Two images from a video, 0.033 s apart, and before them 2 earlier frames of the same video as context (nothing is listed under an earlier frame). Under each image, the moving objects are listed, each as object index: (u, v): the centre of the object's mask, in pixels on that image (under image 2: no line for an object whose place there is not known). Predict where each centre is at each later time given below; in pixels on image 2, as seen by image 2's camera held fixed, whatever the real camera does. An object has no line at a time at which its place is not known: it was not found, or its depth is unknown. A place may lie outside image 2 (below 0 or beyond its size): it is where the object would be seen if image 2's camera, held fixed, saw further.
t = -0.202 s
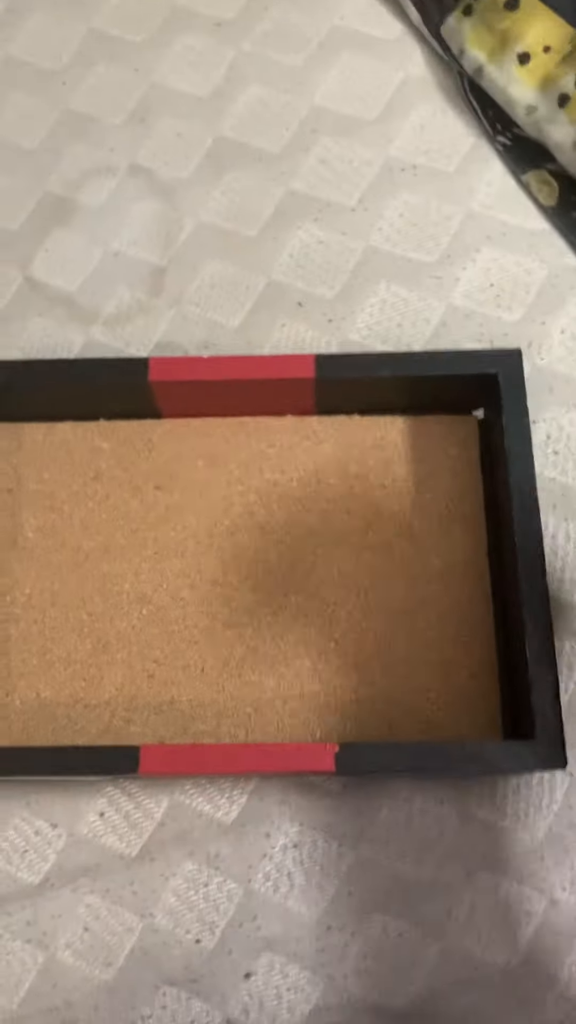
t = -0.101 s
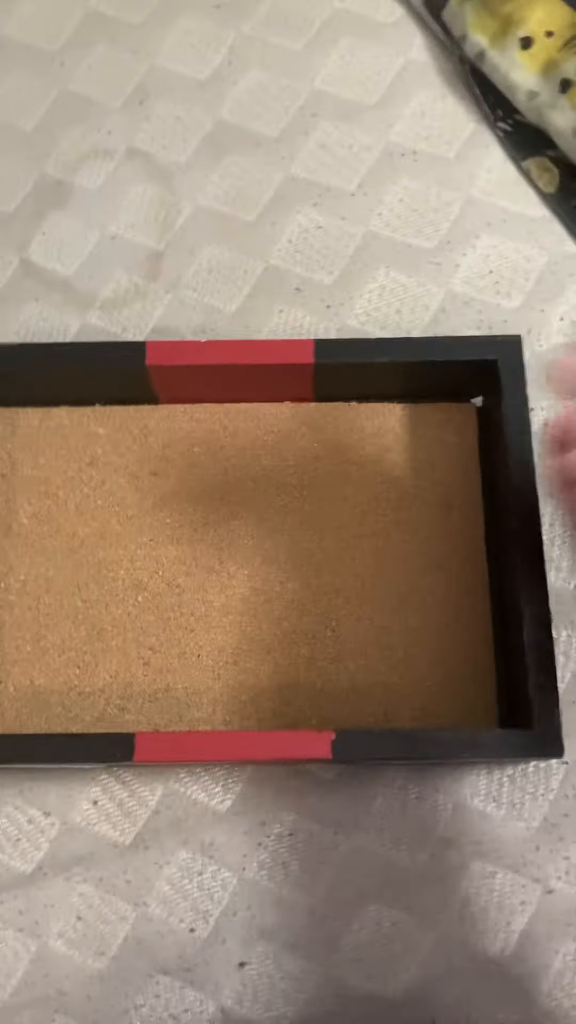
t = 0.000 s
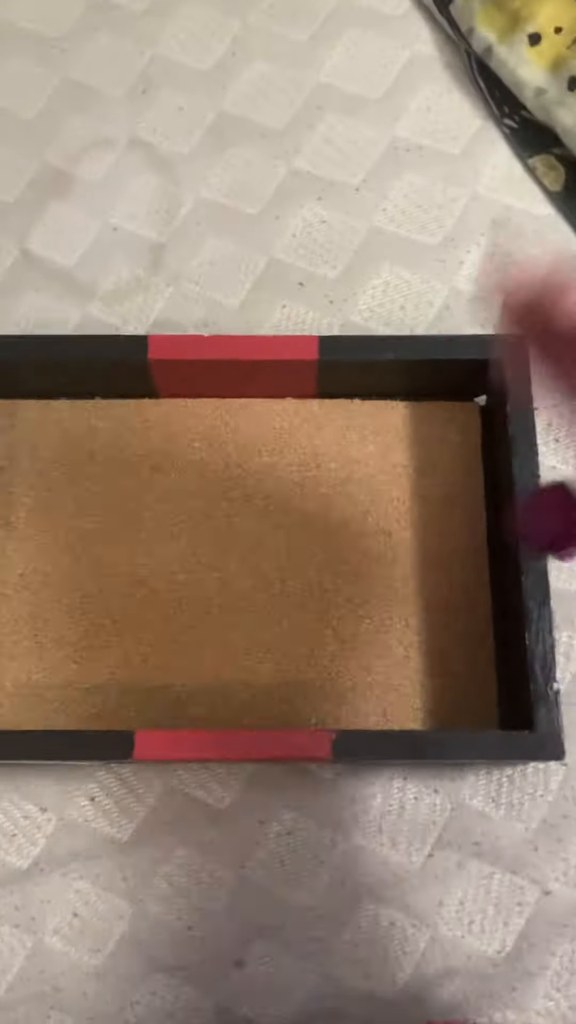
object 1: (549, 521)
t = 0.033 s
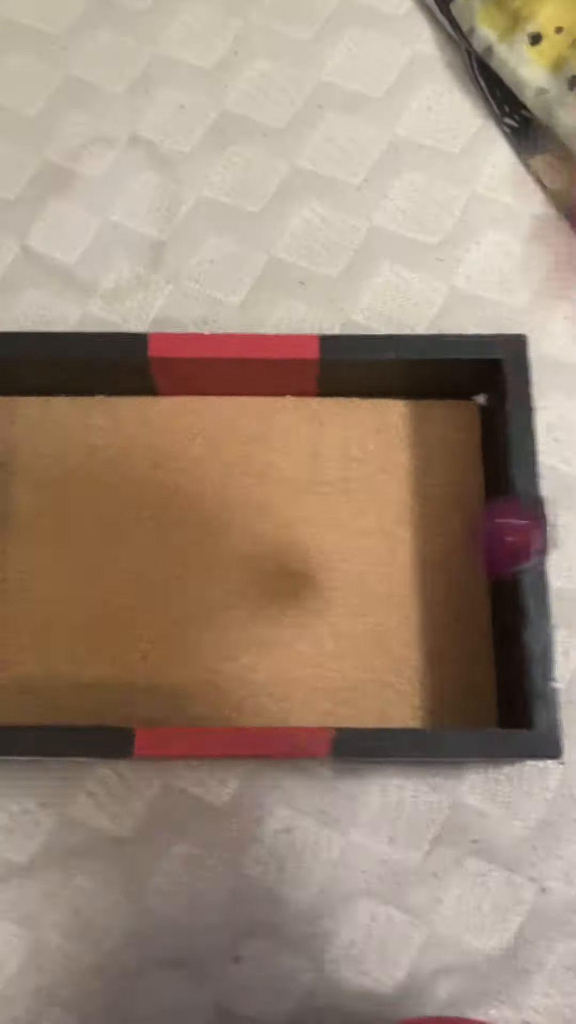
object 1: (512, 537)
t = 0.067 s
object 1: (466, 554)
